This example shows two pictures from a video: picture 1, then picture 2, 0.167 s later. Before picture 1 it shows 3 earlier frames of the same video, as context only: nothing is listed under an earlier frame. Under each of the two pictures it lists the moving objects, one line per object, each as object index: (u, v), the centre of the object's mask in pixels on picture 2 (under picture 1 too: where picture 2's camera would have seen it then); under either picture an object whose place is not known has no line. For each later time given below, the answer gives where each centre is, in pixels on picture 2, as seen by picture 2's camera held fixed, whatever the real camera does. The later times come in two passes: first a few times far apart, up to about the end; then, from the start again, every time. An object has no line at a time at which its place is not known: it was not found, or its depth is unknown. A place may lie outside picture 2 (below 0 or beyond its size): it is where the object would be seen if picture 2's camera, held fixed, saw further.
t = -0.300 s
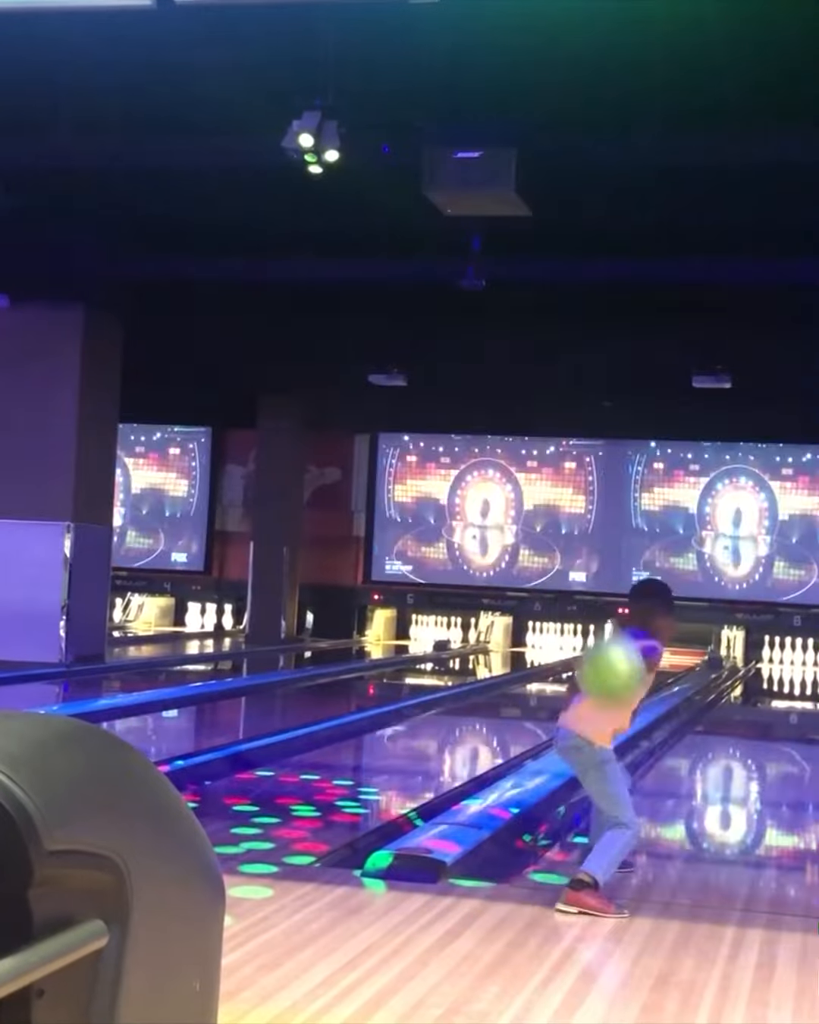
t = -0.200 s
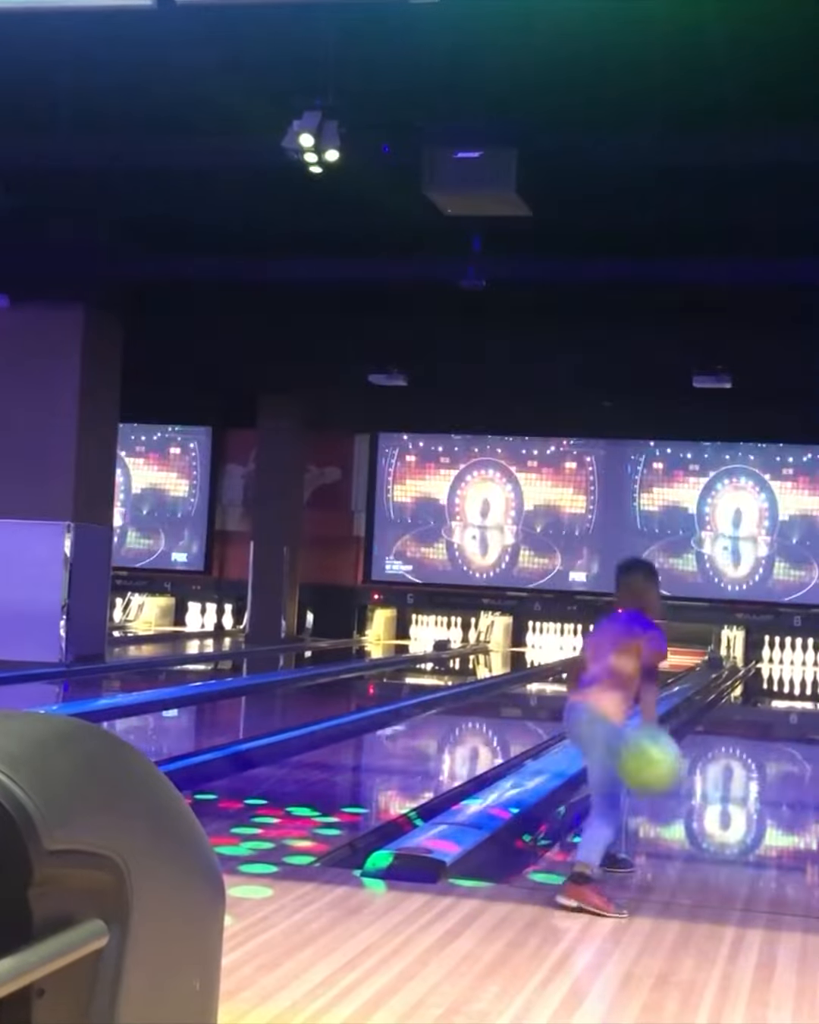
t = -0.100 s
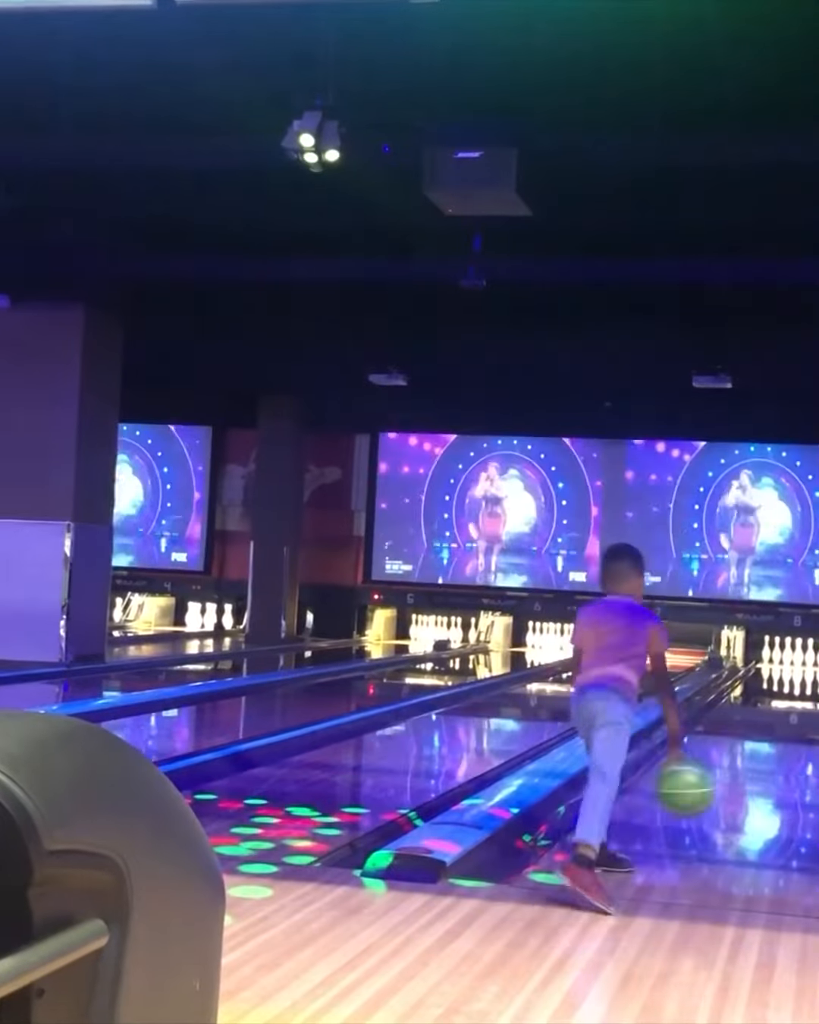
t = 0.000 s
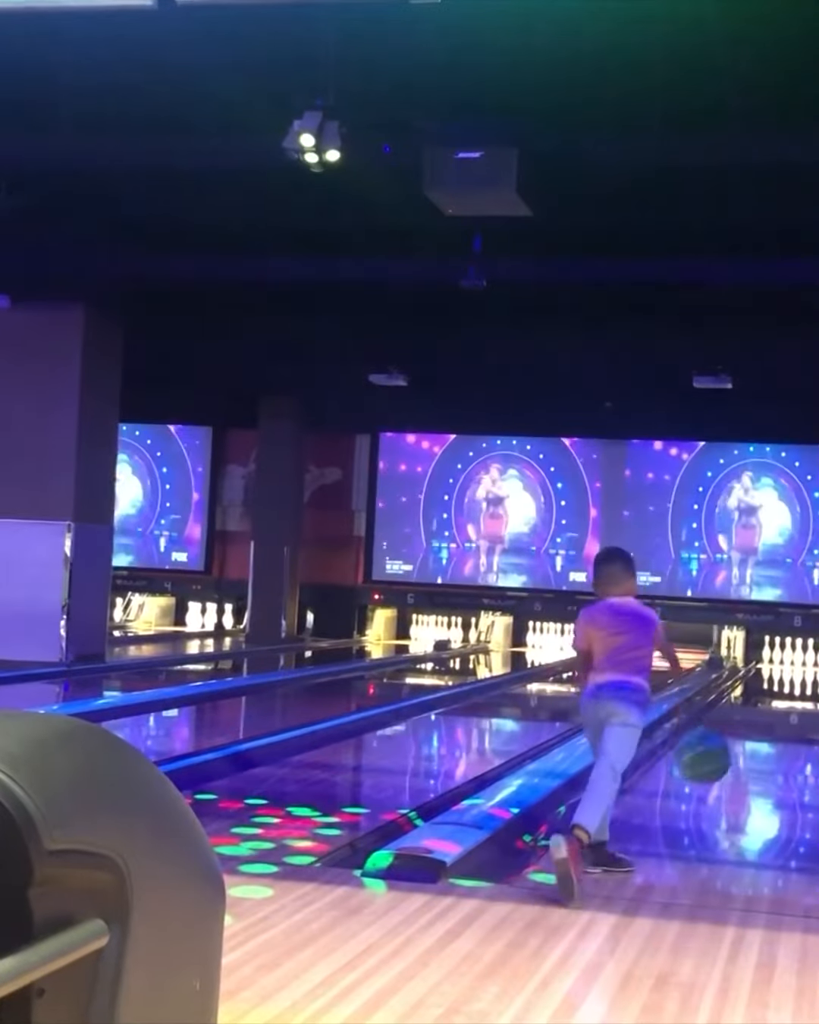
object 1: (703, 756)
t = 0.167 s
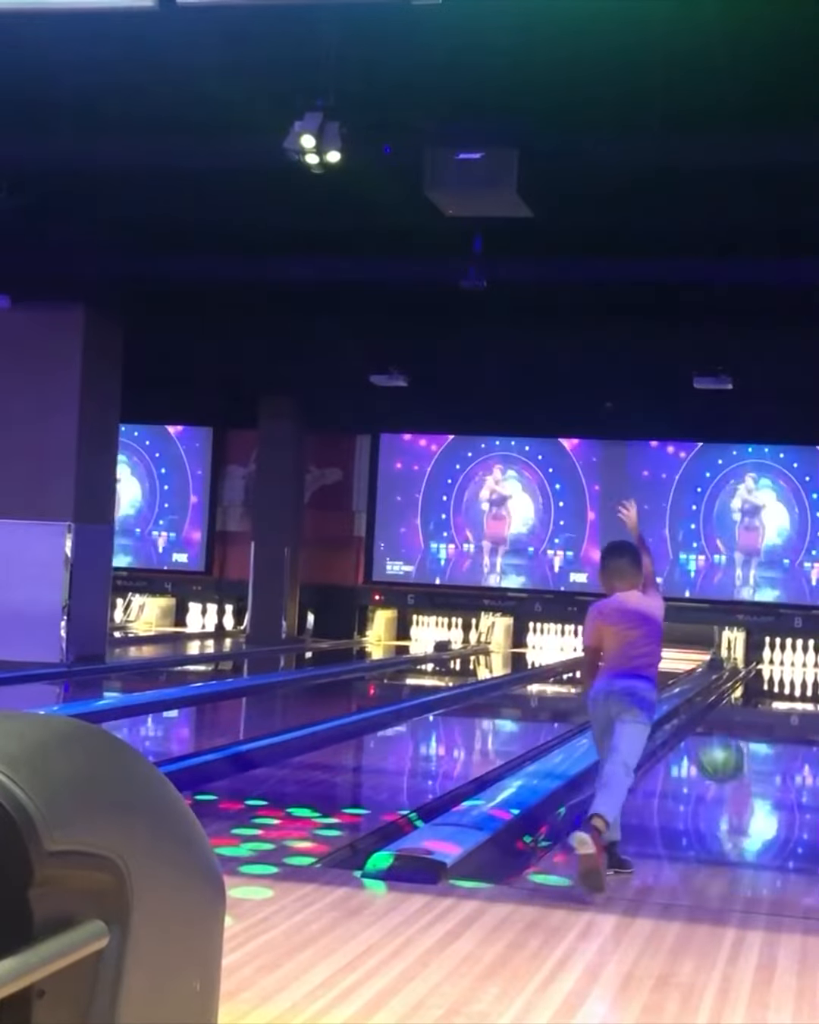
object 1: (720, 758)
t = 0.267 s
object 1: (727, 776)
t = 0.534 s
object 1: (745, 745)
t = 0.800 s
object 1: (757, 726)
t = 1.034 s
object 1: (764, 710)
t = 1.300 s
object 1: (771, 698)
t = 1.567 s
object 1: (776, 691)
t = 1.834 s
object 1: (779, 680)
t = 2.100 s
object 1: (783, 673)
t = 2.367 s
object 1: (783, 667)
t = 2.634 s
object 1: (783, 663)
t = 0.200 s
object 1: (724, 767)
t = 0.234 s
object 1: (726, 774)
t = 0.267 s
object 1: (727, 776)
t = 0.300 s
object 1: (730, 766)
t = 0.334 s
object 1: (733, 758)
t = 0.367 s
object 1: (735, 753)
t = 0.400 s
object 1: (737, 750)
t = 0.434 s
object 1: (740, 749)
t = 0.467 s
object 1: (741, 750)
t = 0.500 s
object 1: (743, 749)
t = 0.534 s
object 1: (745, 745)
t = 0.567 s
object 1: (746, 743)
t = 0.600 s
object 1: (748, 740)
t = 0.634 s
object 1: (749, 738)
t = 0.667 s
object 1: (751, 735)
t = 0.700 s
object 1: (753, 732)
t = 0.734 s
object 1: (754, 730)
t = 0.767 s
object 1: (755, 728)
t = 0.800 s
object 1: (757, 726)
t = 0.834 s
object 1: (758, 724)
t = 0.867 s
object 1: (759, 722)
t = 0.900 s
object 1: (759, 719)
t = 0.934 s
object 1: (760, 715)
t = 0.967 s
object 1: (761, 713)
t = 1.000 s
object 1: (763, 712)
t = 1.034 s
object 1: (764, 710)
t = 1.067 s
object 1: (765, 708)
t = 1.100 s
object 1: (766, 707)
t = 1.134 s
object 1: (767, 705)
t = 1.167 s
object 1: (768, 704)
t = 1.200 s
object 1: (769, 703)
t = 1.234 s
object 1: (769, 702)
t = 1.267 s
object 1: (770, 700)
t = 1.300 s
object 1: (771, 698)
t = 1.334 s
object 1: (771, 697)
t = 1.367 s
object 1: (771, 697)
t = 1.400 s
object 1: (772, 695)
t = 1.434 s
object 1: (773, 694)
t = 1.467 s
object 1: (774, 692)
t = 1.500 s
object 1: (775, 692)
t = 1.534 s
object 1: (776, 691)
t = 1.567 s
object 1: (776, 691)
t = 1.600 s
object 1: (777, 689)
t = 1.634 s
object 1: (778, 685)
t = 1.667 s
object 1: (777, 686)
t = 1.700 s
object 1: (778, 685)
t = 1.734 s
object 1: (779, 682)
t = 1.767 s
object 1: (779, 681)
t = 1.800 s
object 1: (779, 681)
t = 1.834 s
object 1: (779, 680)
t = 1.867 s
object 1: (779, 679)
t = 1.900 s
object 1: (779, 678)
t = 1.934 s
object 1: (780, 678)
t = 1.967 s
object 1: (780, 677)
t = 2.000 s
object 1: (780, 676)
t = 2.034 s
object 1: (783, 674)
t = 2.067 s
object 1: (783, 674)
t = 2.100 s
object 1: (783, 673)
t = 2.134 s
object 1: (783, 672)
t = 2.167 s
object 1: (783, 671)
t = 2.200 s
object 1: (783, 670)
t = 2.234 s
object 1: (783, 670)
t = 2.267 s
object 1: (783, 669)
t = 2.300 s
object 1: (783, 669)
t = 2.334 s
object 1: (783, 668)
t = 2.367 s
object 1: (783, 667)
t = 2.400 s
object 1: (784, 666)
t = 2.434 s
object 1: (783, 666)
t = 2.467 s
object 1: (783, 665)
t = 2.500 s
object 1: (783, 665)
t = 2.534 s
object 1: (783, 665)
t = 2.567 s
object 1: (783, 664)
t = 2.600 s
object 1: (783, 664)
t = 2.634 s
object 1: (783, 663)
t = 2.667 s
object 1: (783, 663)
